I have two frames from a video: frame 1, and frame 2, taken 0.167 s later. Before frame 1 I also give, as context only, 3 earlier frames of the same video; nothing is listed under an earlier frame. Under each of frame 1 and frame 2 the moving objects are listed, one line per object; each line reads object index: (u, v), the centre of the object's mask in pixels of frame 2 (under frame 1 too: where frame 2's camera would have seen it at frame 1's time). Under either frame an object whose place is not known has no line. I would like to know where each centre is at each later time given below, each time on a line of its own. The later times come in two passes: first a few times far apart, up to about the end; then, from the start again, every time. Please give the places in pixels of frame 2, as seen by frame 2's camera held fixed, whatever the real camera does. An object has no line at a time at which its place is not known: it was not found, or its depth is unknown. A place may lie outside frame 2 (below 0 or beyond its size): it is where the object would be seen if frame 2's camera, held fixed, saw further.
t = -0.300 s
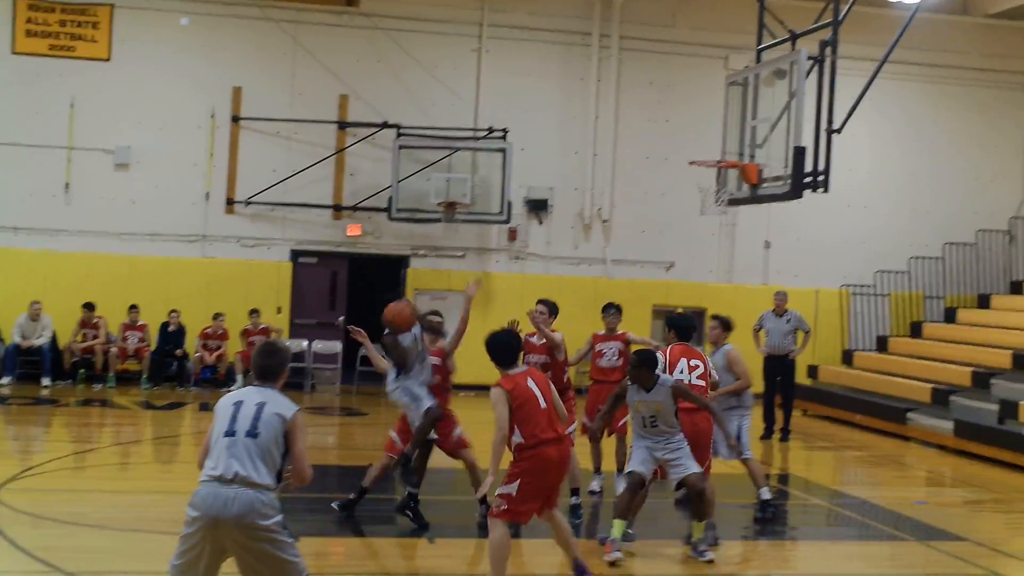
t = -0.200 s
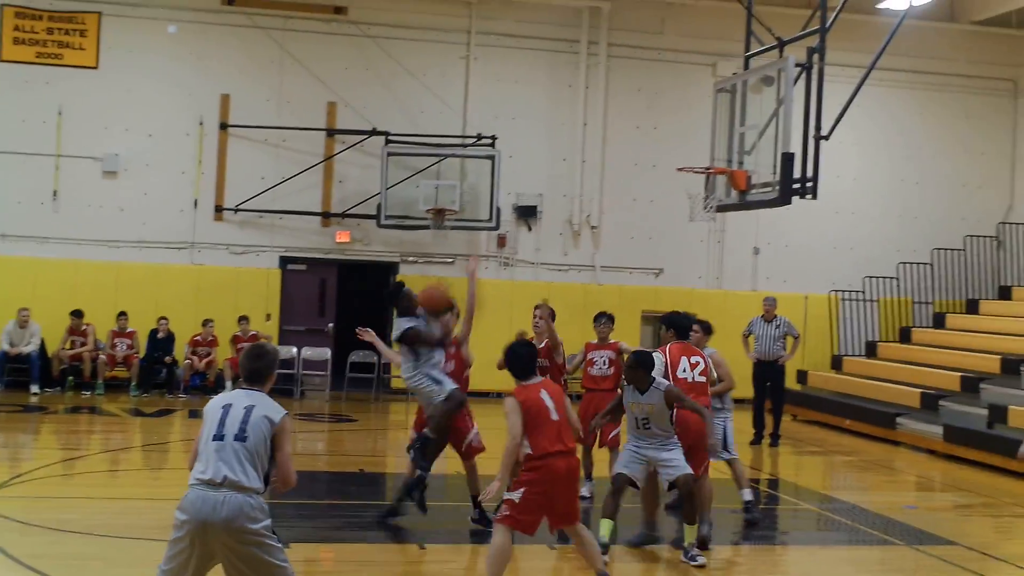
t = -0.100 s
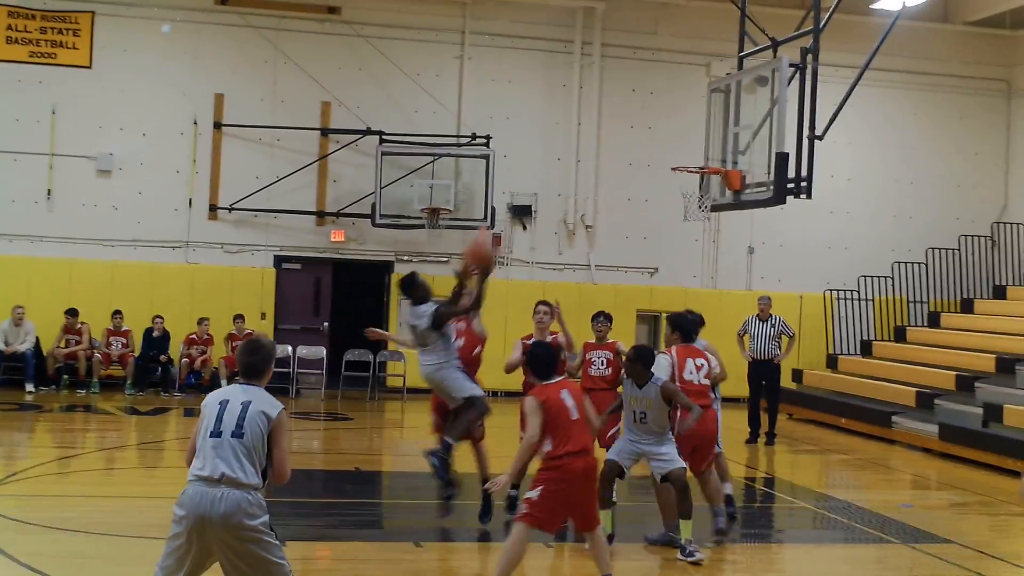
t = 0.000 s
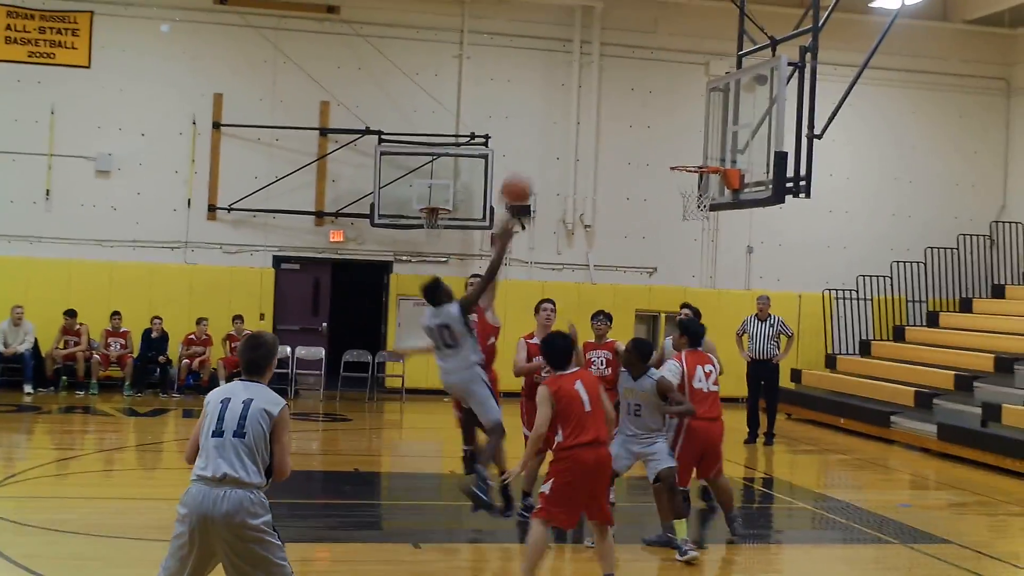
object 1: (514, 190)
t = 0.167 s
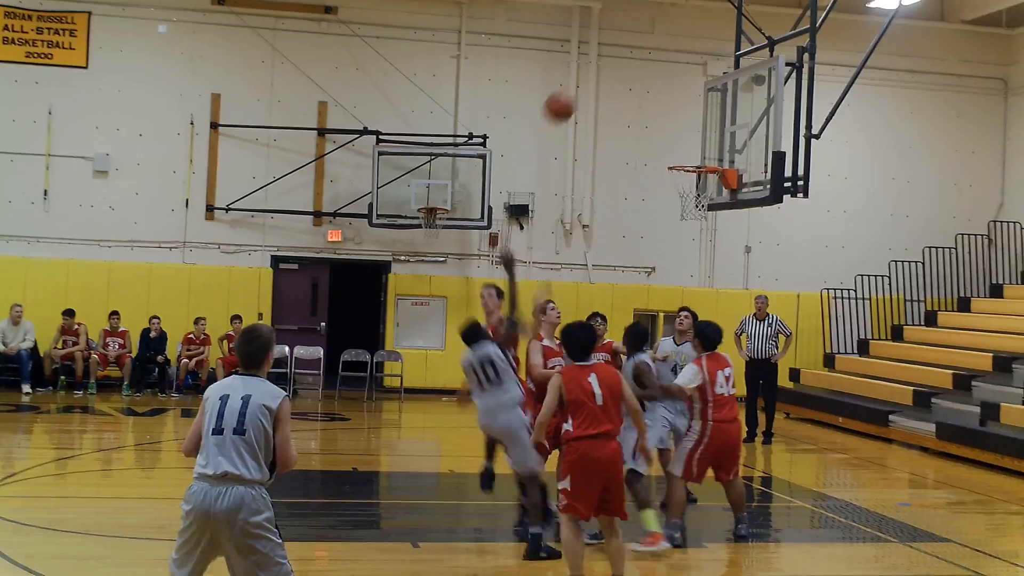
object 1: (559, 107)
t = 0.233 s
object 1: (576, 85)
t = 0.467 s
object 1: (629, 52)
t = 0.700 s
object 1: (674, 83)
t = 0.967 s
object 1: (710, 137)
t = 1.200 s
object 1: (708, 71)
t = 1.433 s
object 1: (703, 61)
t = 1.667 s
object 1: (695, 109)
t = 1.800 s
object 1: (690, 164)
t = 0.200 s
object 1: (568, 94)
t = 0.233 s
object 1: (576, 85)
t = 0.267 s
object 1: (584, 75)
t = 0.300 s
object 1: (593, 68)
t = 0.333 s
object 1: (600, 63)
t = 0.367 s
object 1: (608, 57)
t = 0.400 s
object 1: (615, 54)
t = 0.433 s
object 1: (622, 53)
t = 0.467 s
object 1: (629, 52)
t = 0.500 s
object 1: (636, 53)
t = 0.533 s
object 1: (643, 54)
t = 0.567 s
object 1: (650, 57)
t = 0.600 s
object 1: (656, 61)
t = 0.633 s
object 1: (662, 68)
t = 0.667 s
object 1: (668, 74)
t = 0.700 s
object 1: (674, 83)
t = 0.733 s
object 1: (680, 92)
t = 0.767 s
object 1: (686, 102)
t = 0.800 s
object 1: (691, 114)
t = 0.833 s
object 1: (697, 126)
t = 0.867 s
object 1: (702, 140)
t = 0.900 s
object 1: (708, 154)
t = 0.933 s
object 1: (710, 152)
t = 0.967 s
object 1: (710, 137)
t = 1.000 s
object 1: (709, 125)
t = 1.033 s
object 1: (709, 113)
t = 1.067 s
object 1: (709, 101)
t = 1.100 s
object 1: (709, 92)
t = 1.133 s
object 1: (709, 84)
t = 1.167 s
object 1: (708, 78)
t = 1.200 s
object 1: (708, 71)
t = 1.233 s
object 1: (707, 66)
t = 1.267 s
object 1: (706, 62)
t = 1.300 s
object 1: (706, 60)
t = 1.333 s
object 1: (705, 58)
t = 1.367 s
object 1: (705, 58)
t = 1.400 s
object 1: (704, 59)
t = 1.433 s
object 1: (703, 61)
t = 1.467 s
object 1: (702, 64)
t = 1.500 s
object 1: (701, 68)
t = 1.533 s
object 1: (700, 73)
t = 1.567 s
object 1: (699, 80)
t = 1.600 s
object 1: (698, 89)
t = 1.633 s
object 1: (696, 98)
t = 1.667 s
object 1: (695, 109)
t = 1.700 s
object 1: (694, 122)
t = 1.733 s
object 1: (693, 134)
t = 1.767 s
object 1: (691, 149)
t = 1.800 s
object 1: (690, 164)
